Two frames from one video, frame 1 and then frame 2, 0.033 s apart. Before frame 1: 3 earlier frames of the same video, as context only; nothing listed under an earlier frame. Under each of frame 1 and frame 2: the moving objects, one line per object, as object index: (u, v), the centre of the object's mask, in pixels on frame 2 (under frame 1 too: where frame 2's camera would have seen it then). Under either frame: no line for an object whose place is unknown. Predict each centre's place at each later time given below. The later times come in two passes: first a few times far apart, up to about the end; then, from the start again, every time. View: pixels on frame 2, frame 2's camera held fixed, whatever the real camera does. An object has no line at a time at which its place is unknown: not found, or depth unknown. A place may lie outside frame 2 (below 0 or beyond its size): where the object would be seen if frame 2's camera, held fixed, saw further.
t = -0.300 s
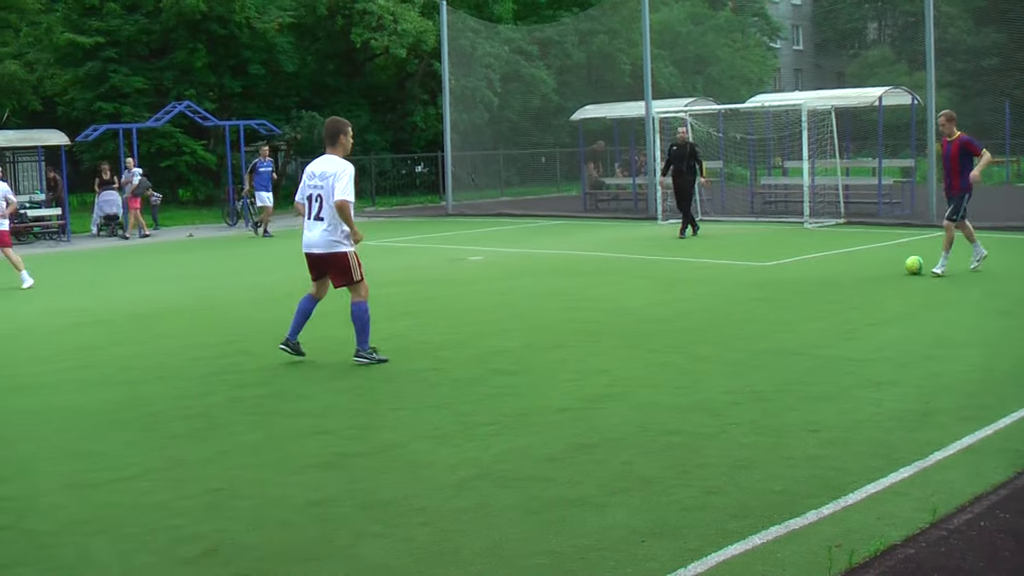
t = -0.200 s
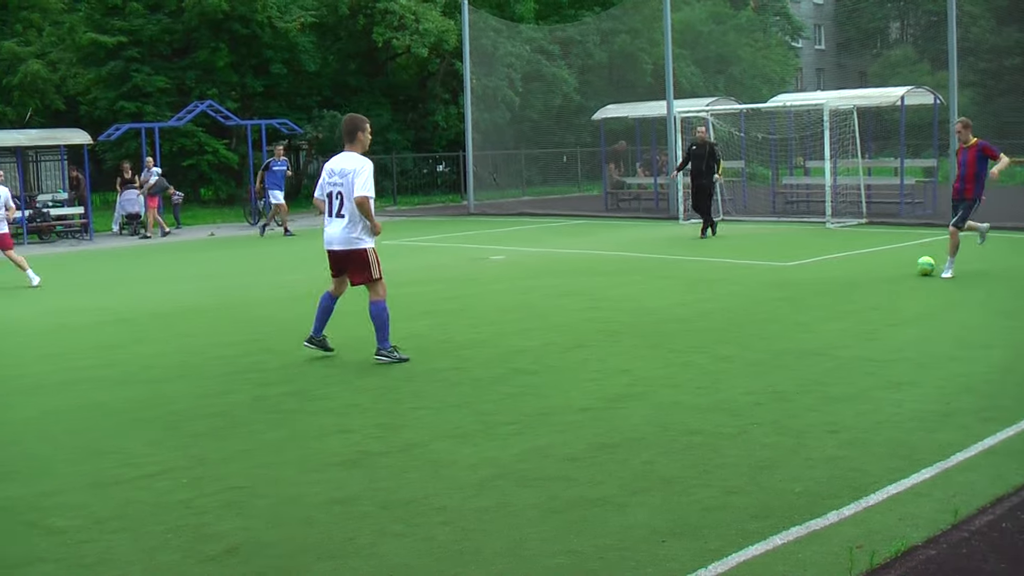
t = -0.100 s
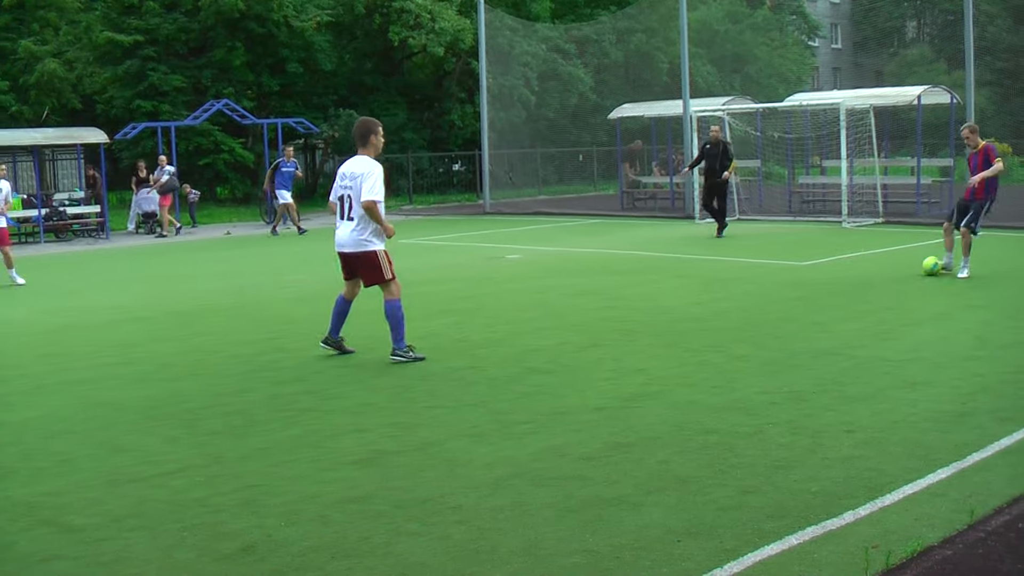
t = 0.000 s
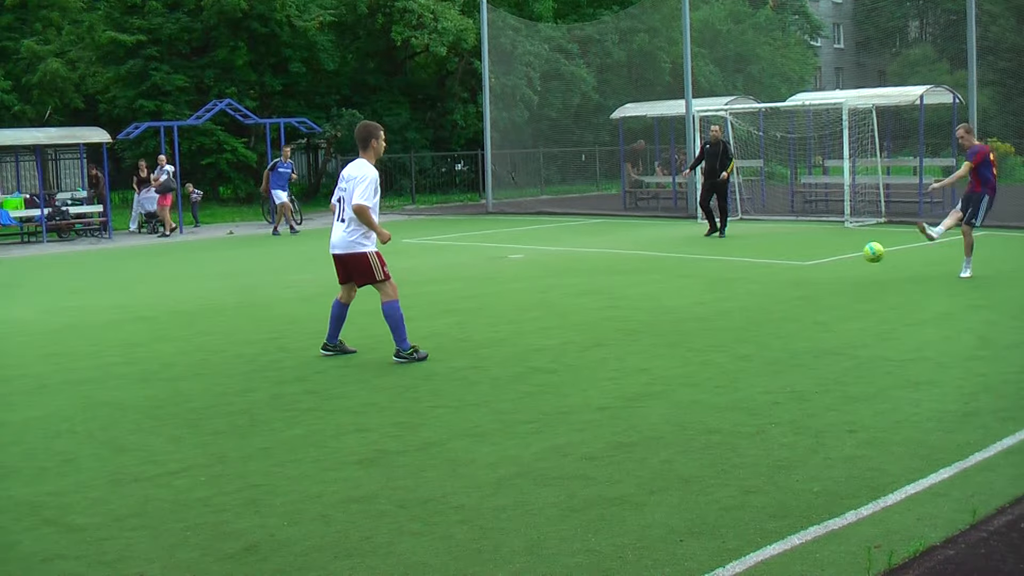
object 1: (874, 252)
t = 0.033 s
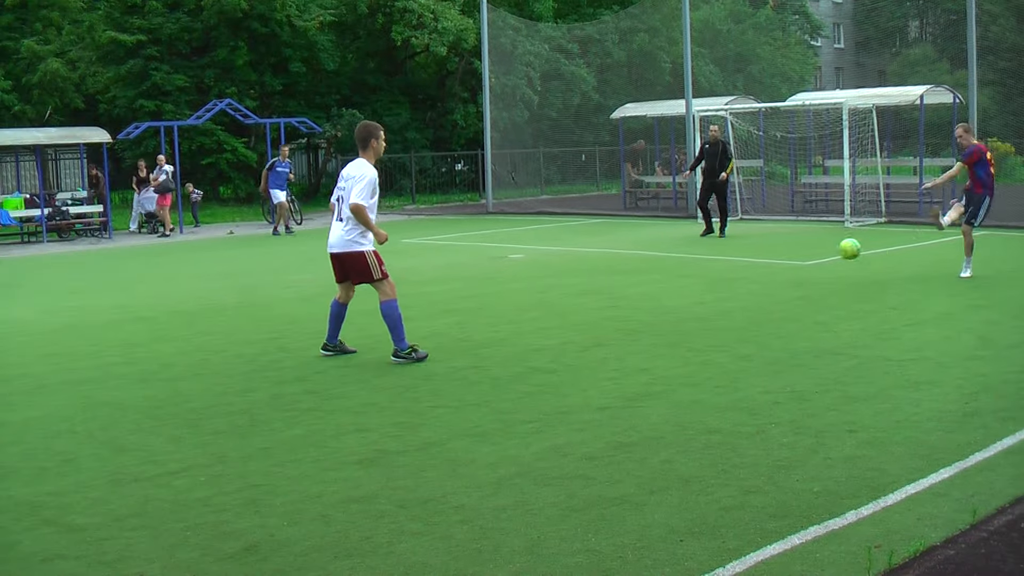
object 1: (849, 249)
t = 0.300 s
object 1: (598, 267)
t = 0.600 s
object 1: (50, 498)
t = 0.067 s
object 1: (824, 246)
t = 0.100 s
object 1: (797, 245)
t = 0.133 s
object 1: (769, 245)
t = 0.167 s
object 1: (739, 246)
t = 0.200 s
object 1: (709, 248)
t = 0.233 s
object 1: (674, 253)
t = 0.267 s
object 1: (637, 259)
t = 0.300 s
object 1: (598, 267)
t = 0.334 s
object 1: (555, 277)
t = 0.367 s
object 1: (510, 290)
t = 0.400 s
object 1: (460, 306)
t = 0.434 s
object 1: (407, 325)
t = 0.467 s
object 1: (348, 348)
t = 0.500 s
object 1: (283, 376)
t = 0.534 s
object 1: (214, 408)
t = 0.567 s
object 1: (136, 448)
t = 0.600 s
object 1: (50, 498)
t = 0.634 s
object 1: (-22, 516)
